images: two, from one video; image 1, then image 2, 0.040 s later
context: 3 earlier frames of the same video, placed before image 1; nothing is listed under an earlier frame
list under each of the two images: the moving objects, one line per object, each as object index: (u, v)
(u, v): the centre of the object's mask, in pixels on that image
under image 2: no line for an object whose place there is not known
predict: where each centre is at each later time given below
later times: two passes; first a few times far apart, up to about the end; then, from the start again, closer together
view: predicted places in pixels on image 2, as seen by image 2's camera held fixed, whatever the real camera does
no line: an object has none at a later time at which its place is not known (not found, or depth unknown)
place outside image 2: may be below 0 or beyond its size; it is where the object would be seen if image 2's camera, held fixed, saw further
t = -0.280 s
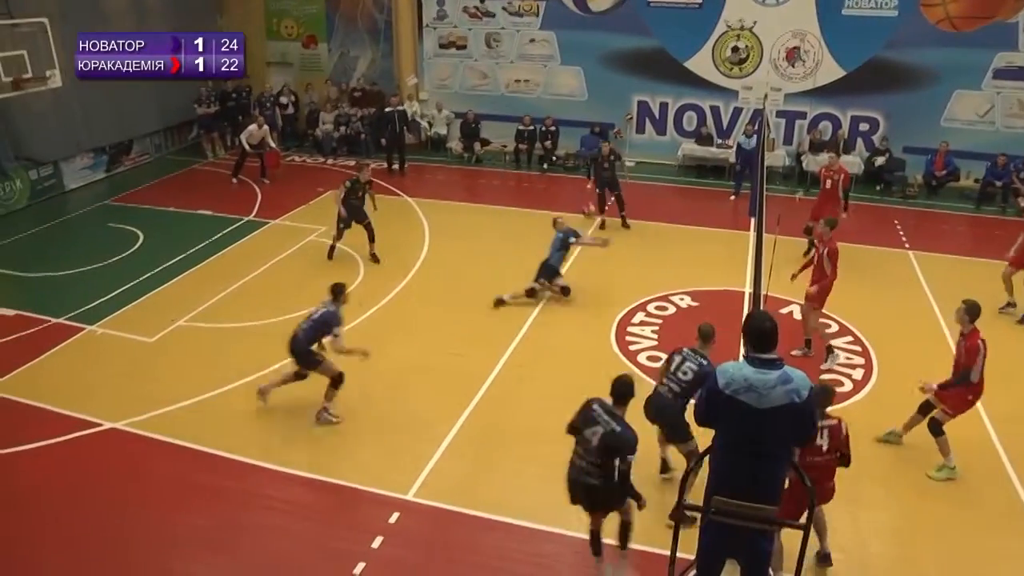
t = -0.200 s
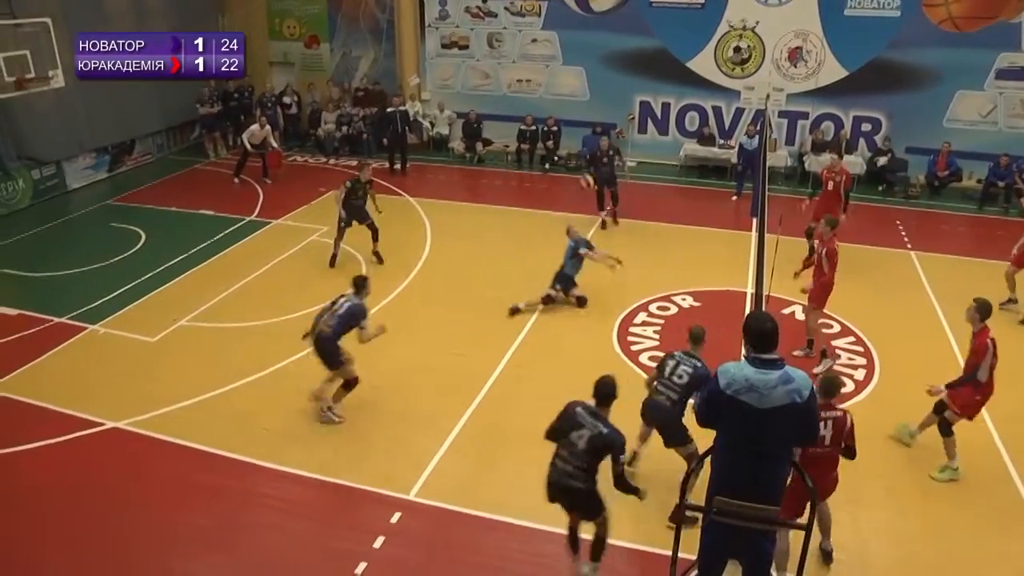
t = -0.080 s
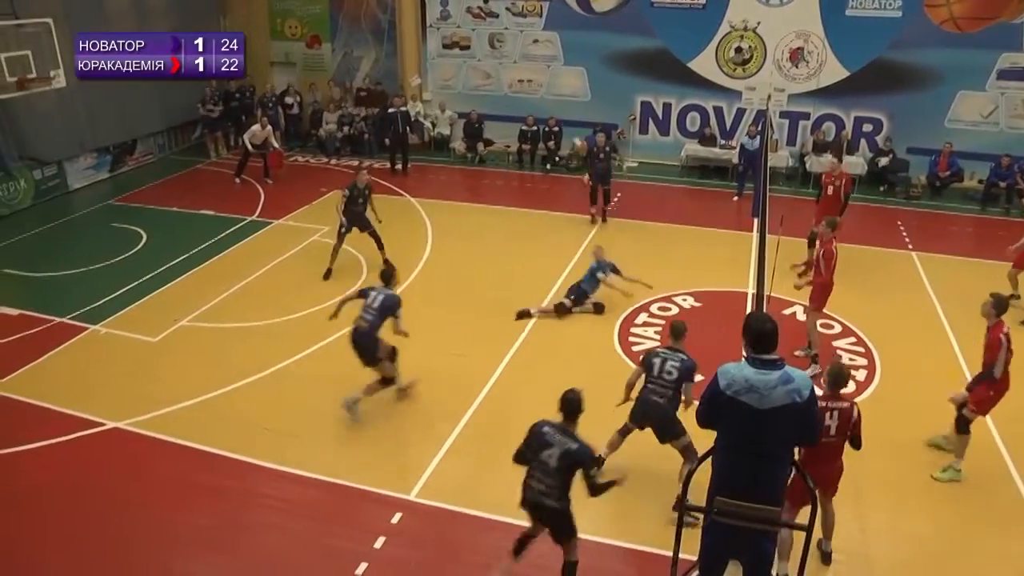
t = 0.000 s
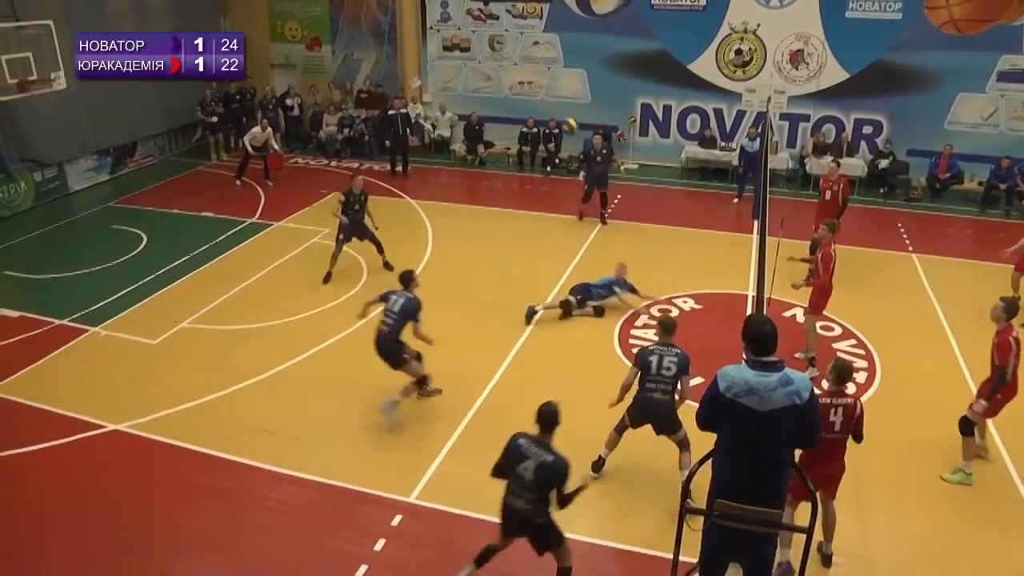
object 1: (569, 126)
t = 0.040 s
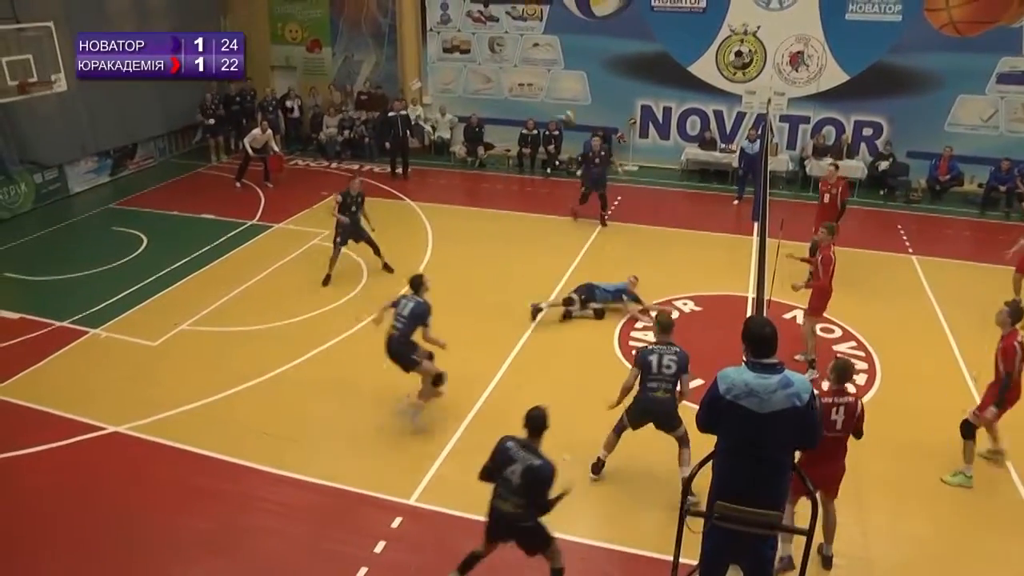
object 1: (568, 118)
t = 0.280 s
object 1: (535, 85)
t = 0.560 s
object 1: (488, 106)
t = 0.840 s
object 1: (426, 229)
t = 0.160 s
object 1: (552, 97)
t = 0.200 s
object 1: (546, 92)
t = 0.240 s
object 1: (541, 88)
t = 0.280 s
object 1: (535, 85)
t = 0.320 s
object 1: (530, 84)
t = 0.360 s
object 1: (524, 84)
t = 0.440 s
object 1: (511, 86)
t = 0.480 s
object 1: (502, 91)
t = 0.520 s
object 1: (495, 97)
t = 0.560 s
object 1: (488, 106)
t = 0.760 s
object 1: (445, 181)
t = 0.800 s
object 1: (436, 203)
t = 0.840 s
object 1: (426, 229)
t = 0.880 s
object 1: (417, 255)
